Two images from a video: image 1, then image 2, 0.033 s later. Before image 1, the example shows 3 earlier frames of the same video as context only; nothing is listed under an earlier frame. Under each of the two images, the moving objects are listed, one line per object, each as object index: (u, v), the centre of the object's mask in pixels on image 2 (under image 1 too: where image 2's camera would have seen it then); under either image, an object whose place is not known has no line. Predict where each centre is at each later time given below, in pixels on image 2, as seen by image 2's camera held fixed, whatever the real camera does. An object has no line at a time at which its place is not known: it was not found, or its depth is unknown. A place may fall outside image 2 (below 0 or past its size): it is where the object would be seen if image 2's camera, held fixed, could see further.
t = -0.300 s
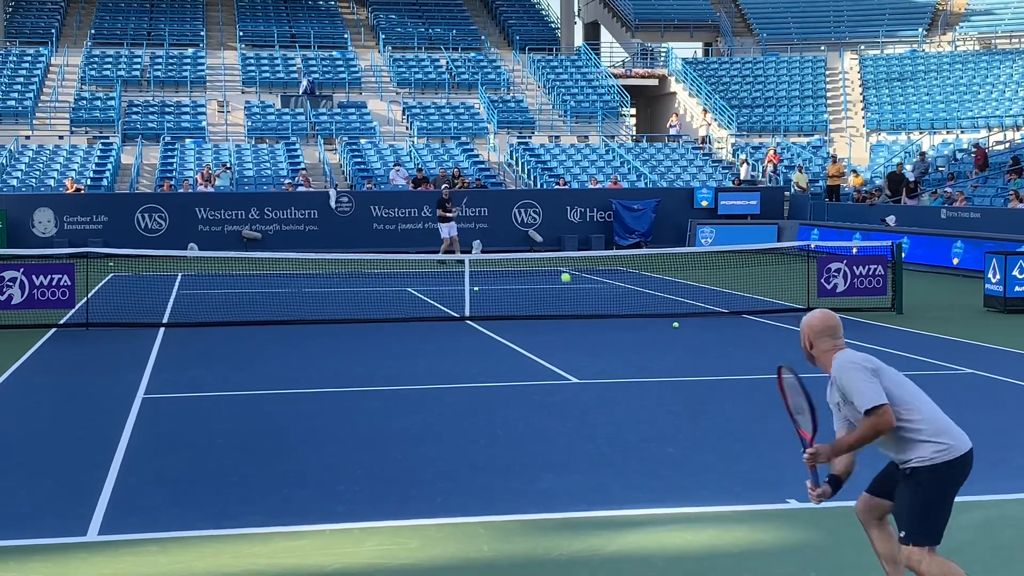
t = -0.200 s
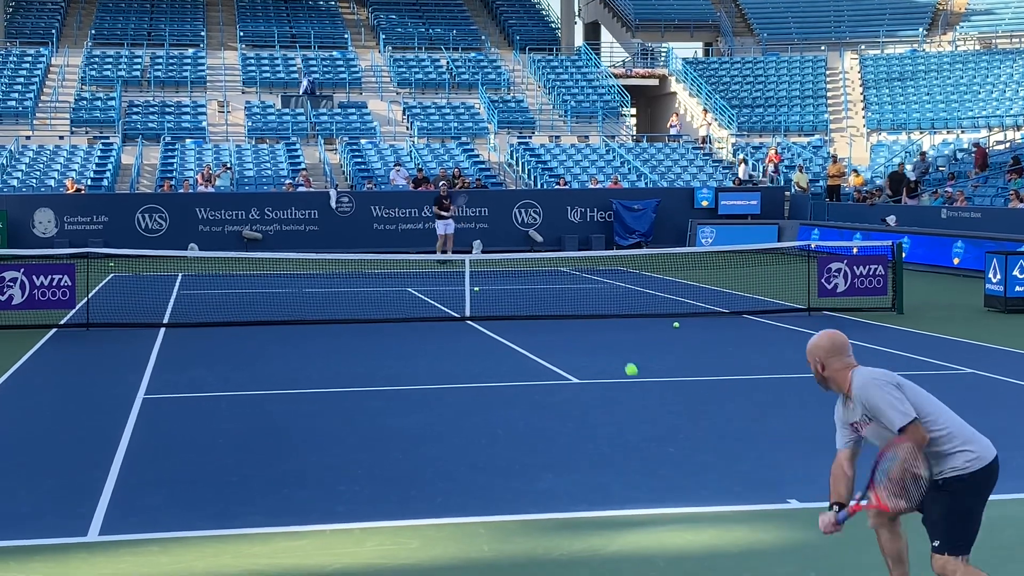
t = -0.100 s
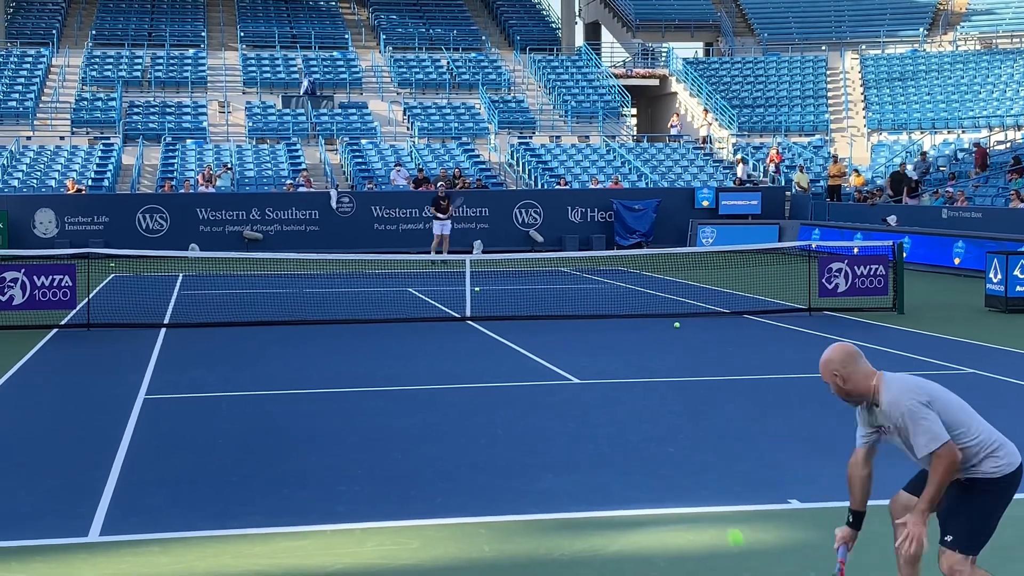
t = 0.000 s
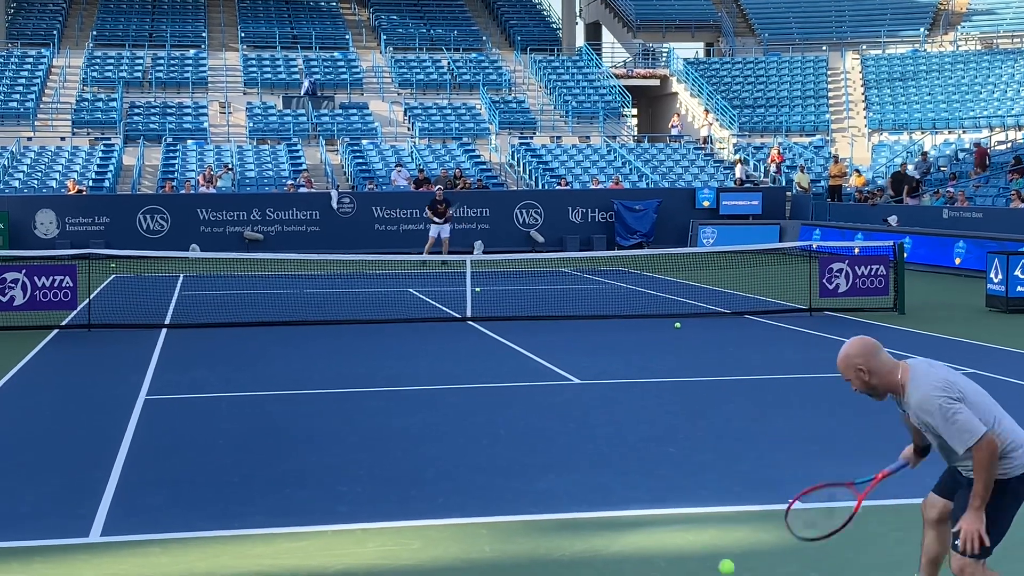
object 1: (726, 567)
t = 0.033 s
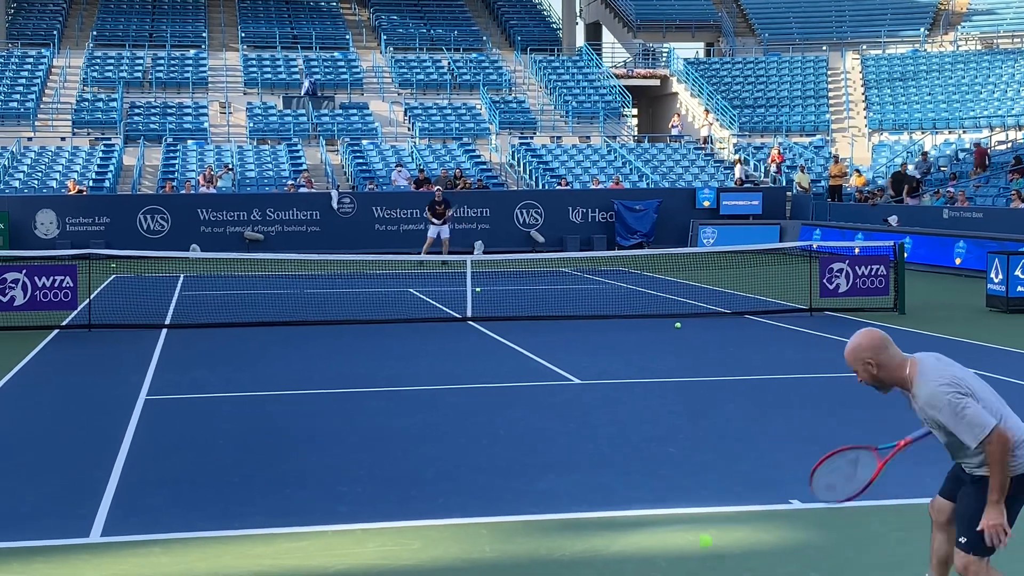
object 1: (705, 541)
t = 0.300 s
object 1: (594, 440)
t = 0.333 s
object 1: (584, 433)
